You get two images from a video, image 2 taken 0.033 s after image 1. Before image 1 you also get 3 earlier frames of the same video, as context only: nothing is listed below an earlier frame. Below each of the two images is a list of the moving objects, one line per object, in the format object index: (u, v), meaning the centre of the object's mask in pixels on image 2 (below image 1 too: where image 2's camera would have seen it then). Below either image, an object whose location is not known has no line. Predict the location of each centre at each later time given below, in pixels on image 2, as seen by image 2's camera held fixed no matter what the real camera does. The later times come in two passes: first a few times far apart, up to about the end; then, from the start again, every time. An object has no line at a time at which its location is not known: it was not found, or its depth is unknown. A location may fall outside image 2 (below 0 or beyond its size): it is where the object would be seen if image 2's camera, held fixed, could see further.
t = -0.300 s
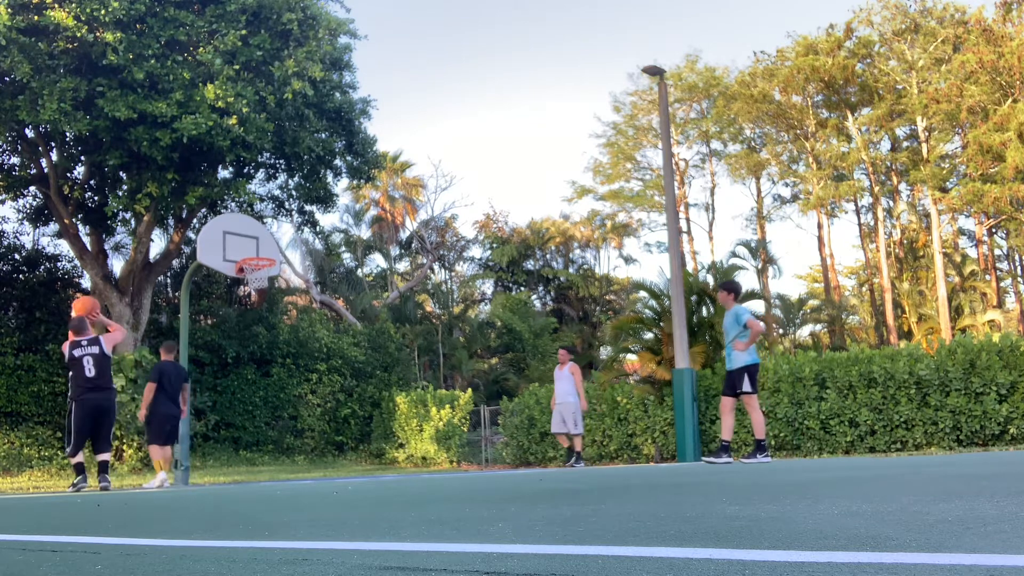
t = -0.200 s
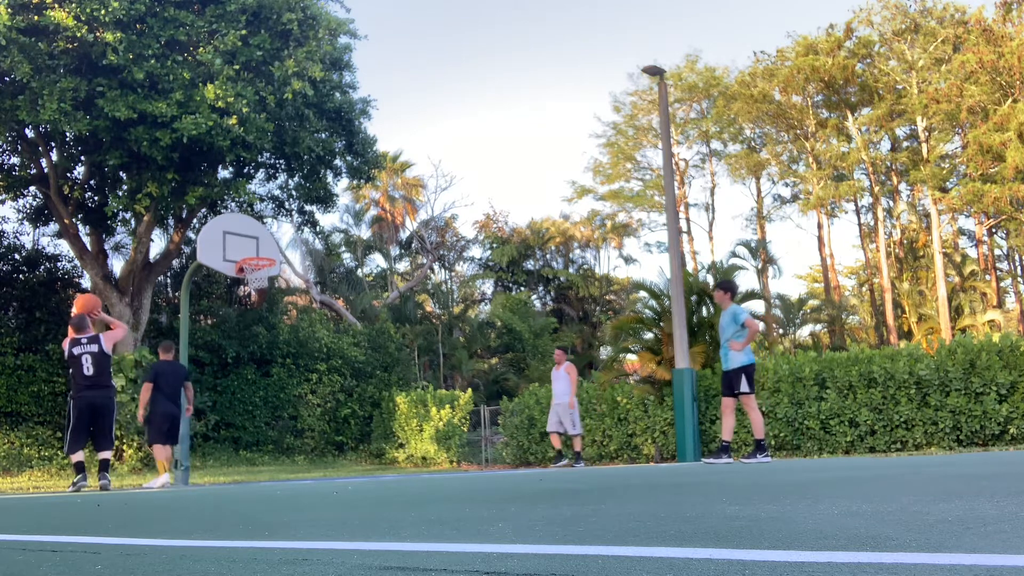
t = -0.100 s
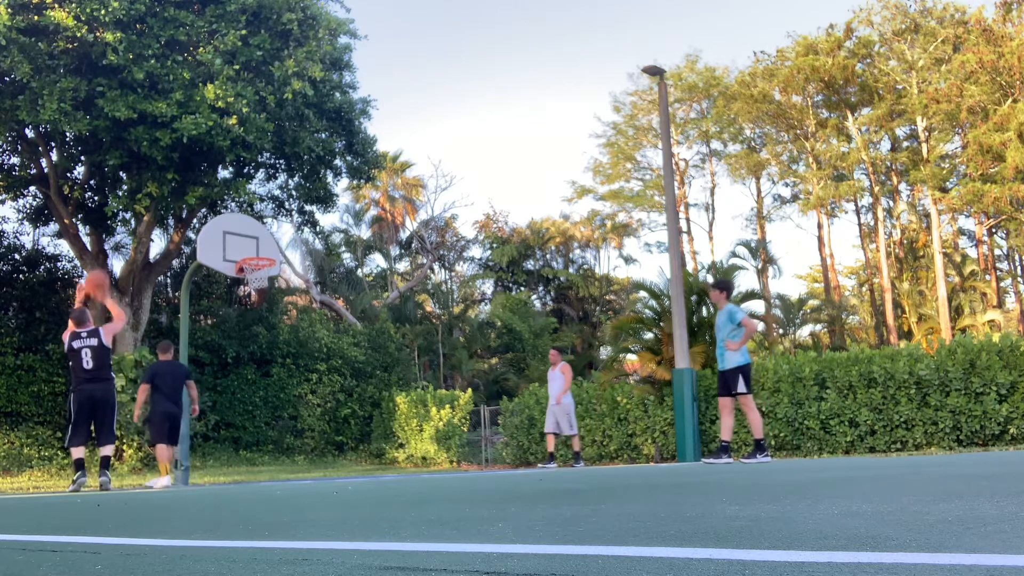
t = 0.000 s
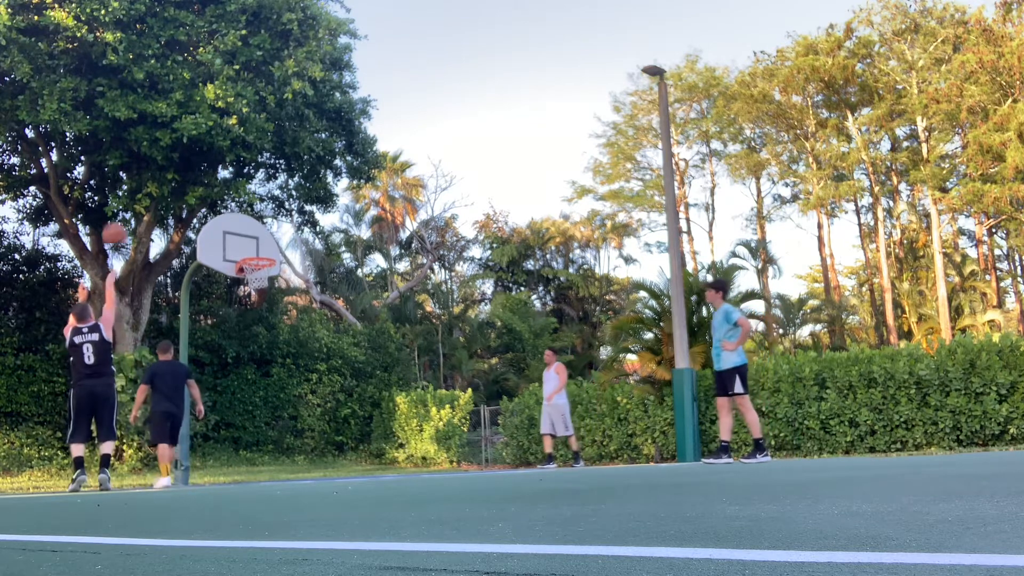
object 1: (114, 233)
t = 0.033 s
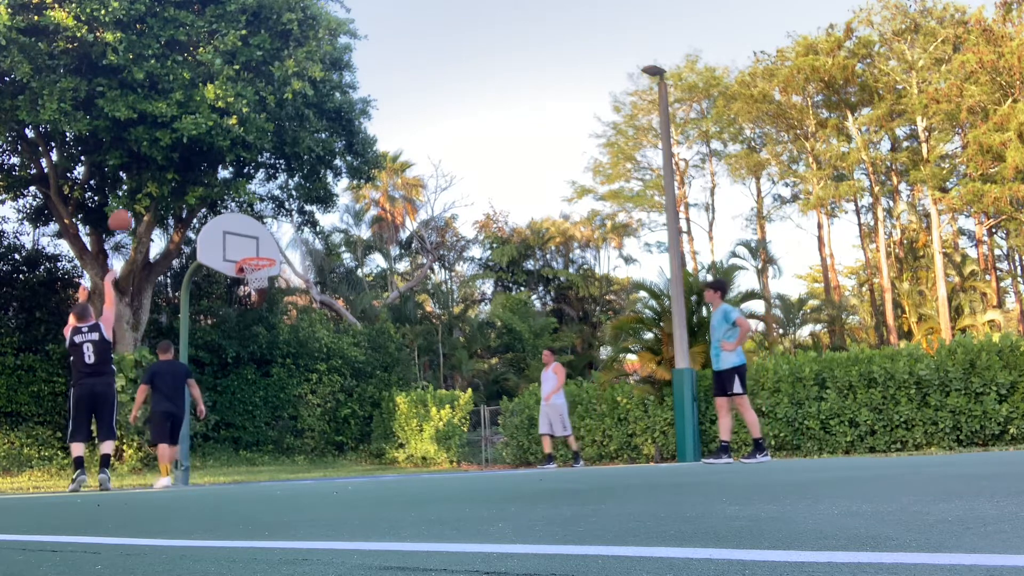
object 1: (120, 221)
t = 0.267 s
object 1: (160, 164)
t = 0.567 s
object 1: (200, 161)
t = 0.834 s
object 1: (230, 212)
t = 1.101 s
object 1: (264, 241)
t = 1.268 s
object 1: (288, 244)
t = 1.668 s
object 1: (340, 316)
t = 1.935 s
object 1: (372, 413)
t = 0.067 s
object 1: (126, 208)
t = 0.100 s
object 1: (133, 198)
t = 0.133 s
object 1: (139, 189)
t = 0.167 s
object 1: (144, 181)
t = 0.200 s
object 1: (150, 173)
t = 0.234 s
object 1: (155, 168)
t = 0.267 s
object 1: (160, 164)
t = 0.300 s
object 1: (165, 160)
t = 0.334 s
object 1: (169, 157)
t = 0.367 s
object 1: (174, 155)
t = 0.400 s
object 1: (179, 154)
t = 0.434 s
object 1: (183, 154)
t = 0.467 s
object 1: (187, 155)
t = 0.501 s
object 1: (192, 156)
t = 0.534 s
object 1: (196, 158)
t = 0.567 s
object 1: (200, 161)
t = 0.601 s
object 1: (204, 165)
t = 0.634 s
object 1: (208, 170)
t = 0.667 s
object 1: (211, 175)
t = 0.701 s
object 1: (215, 181)
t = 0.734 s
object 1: (219, 188)
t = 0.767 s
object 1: (223, 195)
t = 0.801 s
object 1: (226, 203)
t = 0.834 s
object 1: (230, 212)
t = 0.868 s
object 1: (233, 221)
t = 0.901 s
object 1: (237, 231)
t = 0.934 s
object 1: (240, 241)
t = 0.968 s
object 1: (244, 251)
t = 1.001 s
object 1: (248, 249)
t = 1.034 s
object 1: (254, 246)
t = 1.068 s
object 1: (259, 244)
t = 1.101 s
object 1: (264, 241)
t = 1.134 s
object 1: (269, 240)
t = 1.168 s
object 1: (273, 240)
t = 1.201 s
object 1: (278, 240)
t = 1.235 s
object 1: (283, 242)
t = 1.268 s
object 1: (288, 244)
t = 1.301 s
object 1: (293, 246)
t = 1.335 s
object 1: (297, 249)
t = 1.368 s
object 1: (301, 253)
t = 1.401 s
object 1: (307, 258)
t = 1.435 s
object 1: (311, 263)
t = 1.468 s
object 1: (315, 268)
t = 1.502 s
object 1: (320, 274)
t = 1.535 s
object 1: (323, 281)
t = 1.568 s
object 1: (328, 289)
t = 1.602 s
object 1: (332, 298)
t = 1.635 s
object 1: (336, 306)
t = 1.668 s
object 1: (340, 316)
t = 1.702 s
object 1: (345, 327)
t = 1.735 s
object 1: (349, 337)
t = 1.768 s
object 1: (352, 349)
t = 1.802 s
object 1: (356, 361)
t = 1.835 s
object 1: (360, 374)
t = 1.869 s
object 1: (364, 385)
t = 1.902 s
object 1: (368, 400)
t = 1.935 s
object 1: (372, 413)
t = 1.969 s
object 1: (376, 428)
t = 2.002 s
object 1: (380, 444)
